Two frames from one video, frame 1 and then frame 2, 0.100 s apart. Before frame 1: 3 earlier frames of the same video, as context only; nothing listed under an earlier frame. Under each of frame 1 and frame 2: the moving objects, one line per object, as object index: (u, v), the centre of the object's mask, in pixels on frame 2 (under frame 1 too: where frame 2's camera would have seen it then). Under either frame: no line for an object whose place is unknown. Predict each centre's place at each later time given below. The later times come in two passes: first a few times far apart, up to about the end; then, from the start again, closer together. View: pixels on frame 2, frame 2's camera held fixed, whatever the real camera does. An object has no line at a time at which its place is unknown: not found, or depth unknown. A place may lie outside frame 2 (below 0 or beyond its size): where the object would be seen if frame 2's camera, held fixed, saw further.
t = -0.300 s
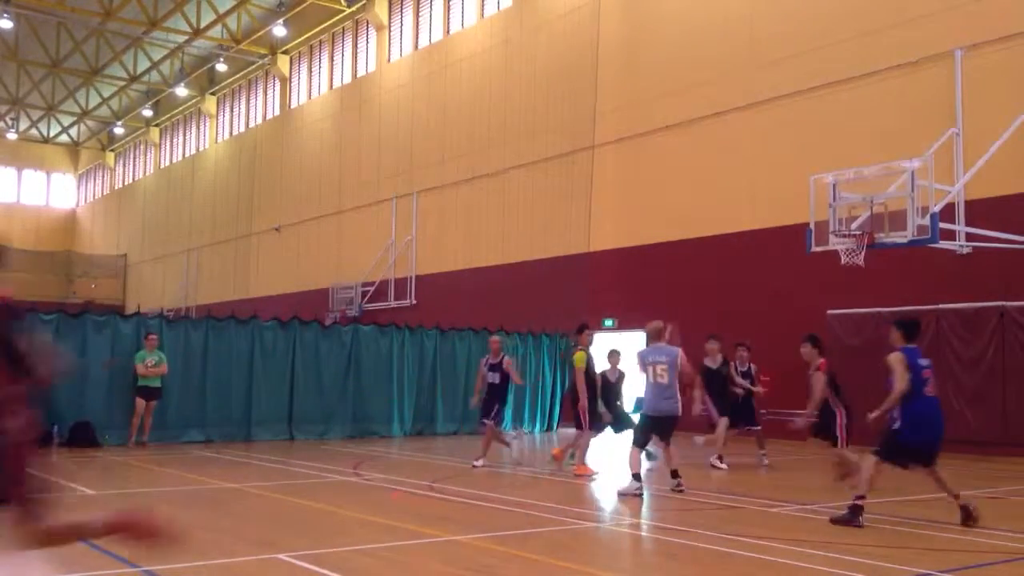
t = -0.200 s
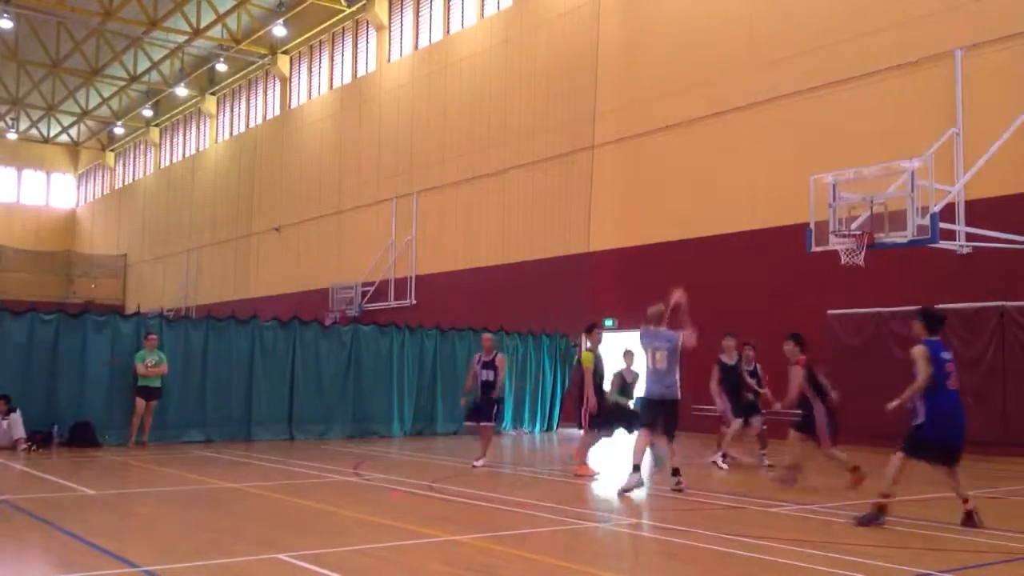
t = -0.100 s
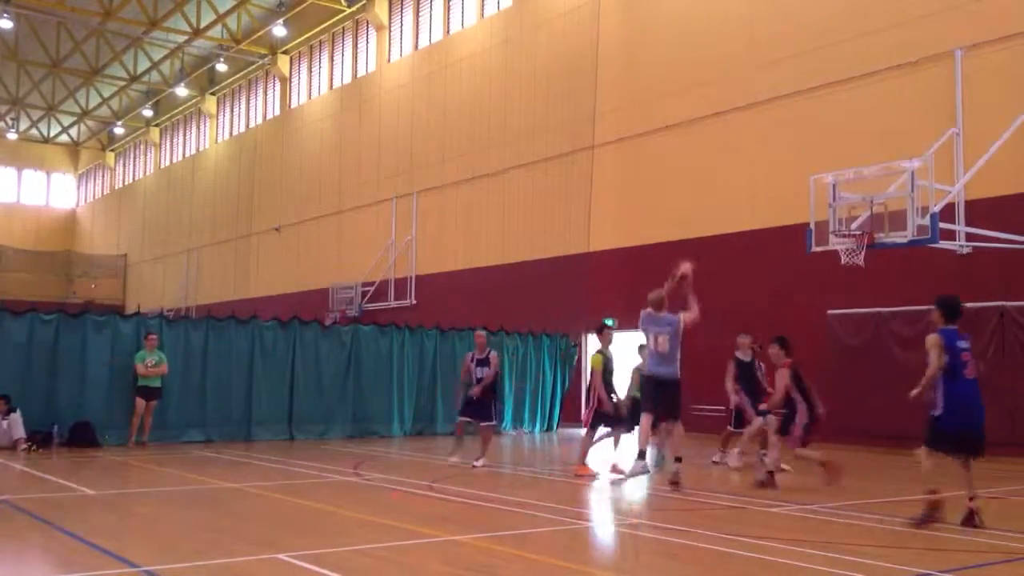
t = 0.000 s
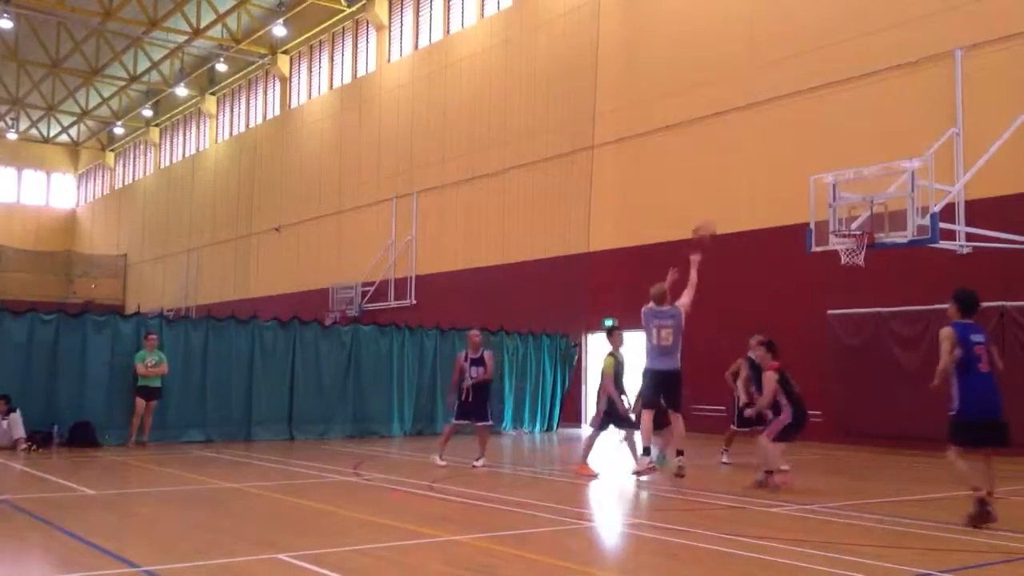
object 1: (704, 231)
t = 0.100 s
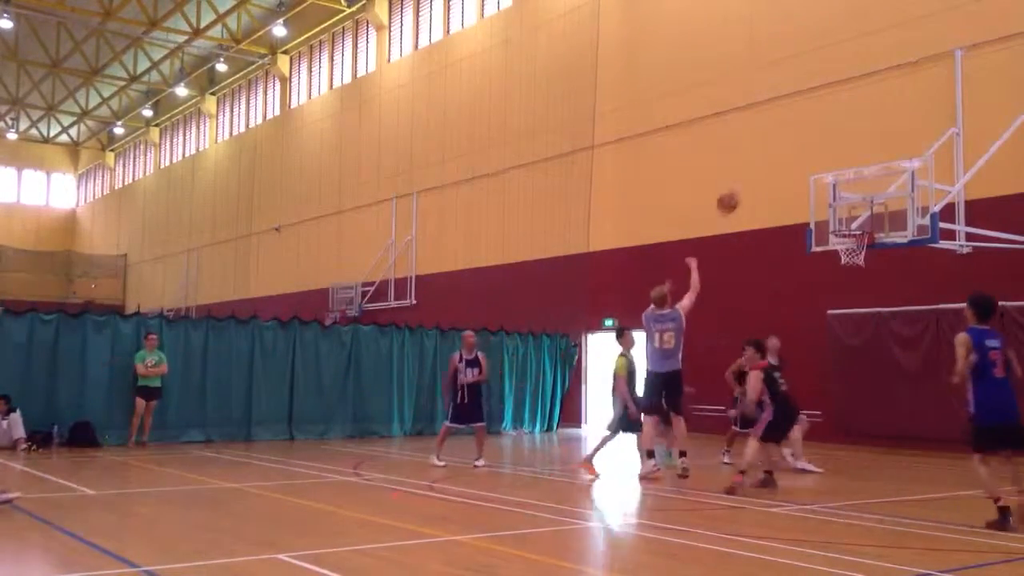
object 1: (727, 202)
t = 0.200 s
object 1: (748, 181)
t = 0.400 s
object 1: (786, 169)
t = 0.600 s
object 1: (820, 186)
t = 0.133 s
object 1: (734, 194)
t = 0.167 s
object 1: (741, 187)
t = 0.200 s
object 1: (748, 181)
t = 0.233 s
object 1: (755, 177)
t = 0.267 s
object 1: (762, 173)
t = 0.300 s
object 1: (768, 170)
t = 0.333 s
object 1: (774, 169)
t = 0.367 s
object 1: (780, 168)
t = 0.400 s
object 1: (786, 169)
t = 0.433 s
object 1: (792, 170)
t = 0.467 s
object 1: (798, 172)
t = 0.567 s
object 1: (814, 182)
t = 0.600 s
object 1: (820, 186)
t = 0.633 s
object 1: (825, 192)
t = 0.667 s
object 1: (830, 200)
